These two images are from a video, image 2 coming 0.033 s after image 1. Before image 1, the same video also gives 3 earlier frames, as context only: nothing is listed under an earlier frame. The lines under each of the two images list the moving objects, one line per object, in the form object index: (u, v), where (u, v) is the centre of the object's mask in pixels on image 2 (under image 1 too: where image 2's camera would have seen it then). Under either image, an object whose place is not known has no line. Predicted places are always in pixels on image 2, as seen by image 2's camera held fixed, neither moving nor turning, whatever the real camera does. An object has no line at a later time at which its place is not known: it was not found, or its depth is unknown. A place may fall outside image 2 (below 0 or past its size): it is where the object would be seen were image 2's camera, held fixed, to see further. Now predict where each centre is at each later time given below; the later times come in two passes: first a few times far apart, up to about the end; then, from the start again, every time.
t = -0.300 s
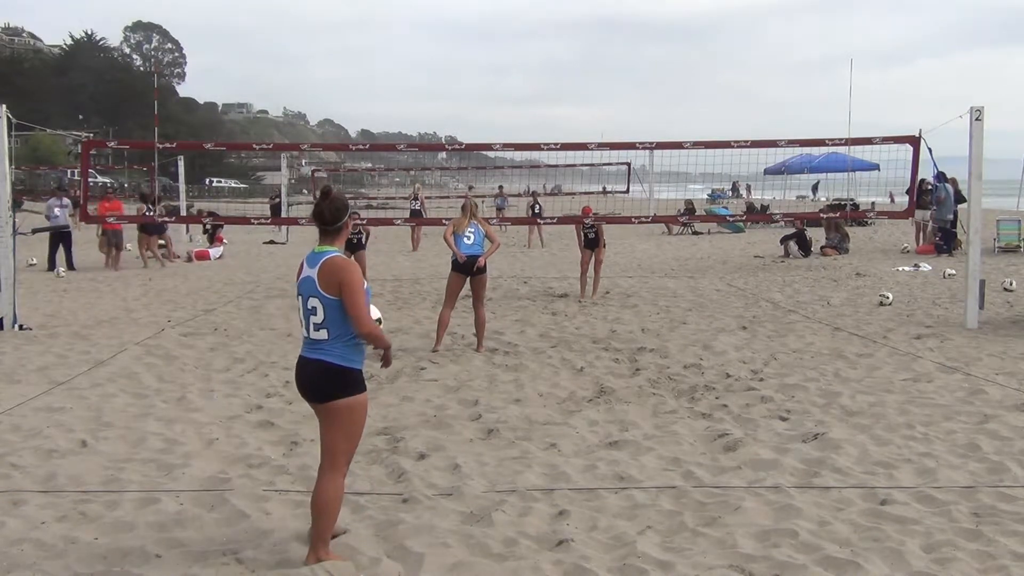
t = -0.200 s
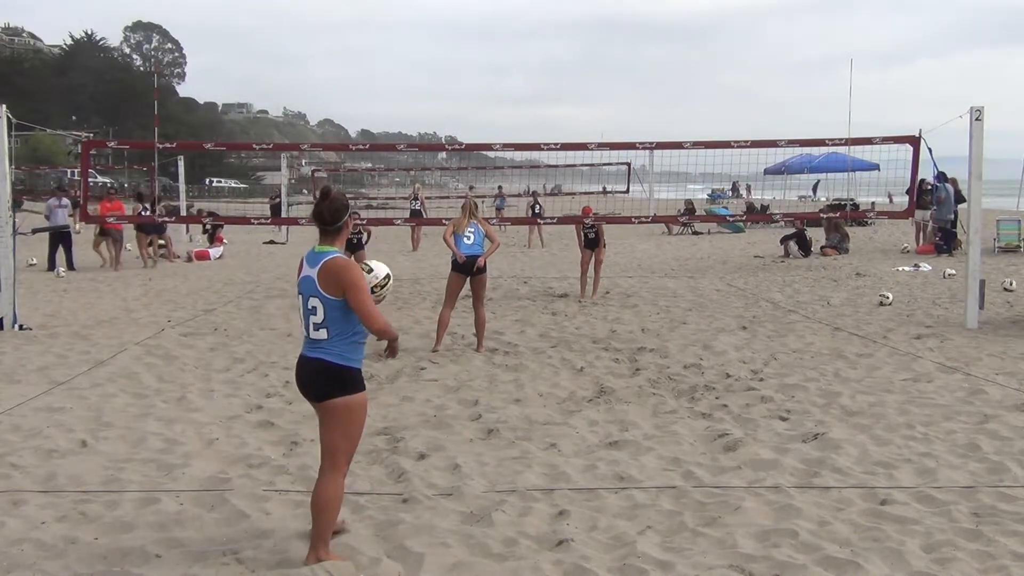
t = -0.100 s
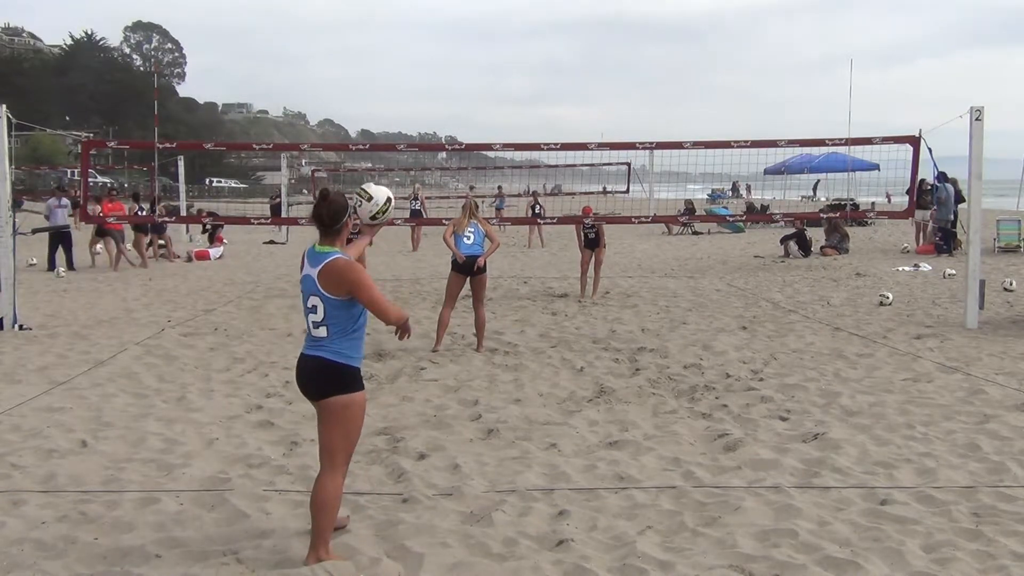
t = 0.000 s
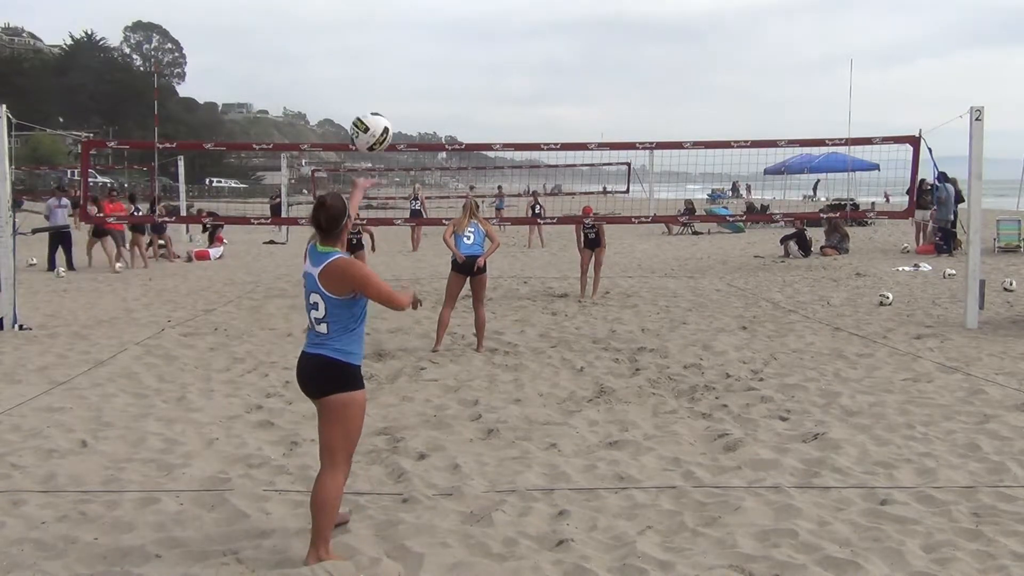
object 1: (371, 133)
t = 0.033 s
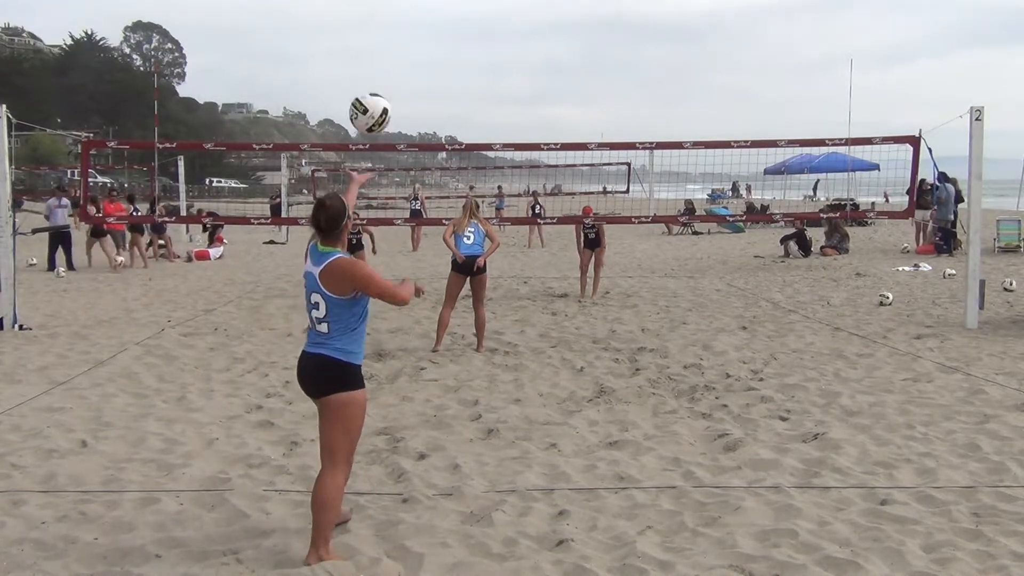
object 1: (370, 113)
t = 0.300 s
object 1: (366, 34)
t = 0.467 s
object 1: (365, 55)
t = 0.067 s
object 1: (369, 96)
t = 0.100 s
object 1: (369, 81)
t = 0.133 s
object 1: (368, 68)
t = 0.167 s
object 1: (368, 57)
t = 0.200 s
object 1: (367, 48)
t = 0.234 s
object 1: (367, 41)
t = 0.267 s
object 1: (367, 36)
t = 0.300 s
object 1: (366, 34)
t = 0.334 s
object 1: (366, 34)
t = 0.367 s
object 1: (365, 36)
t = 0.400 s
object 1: (365, 40)
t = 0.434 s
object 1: (365, 46)
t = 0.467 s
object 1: (365, 55)
